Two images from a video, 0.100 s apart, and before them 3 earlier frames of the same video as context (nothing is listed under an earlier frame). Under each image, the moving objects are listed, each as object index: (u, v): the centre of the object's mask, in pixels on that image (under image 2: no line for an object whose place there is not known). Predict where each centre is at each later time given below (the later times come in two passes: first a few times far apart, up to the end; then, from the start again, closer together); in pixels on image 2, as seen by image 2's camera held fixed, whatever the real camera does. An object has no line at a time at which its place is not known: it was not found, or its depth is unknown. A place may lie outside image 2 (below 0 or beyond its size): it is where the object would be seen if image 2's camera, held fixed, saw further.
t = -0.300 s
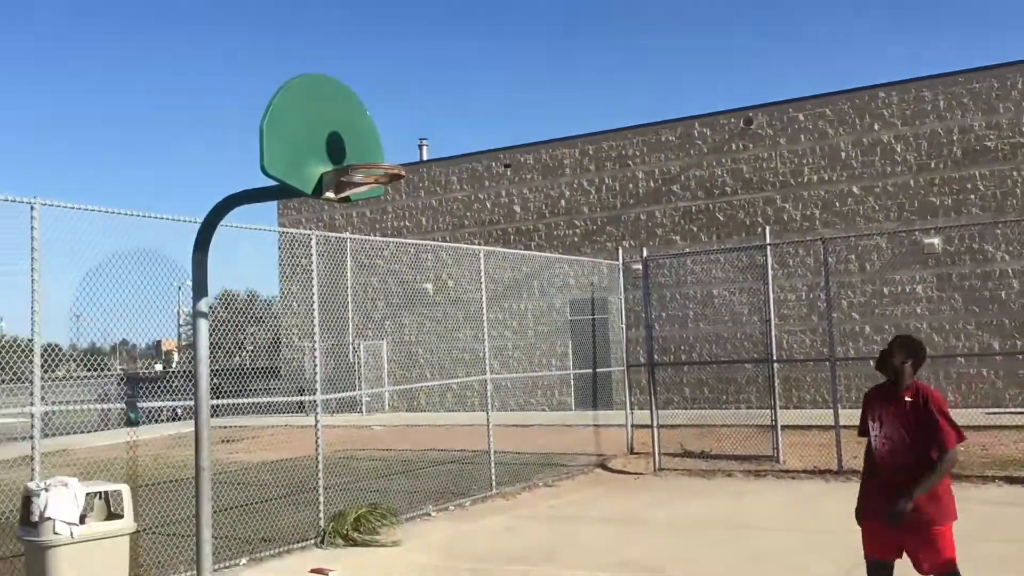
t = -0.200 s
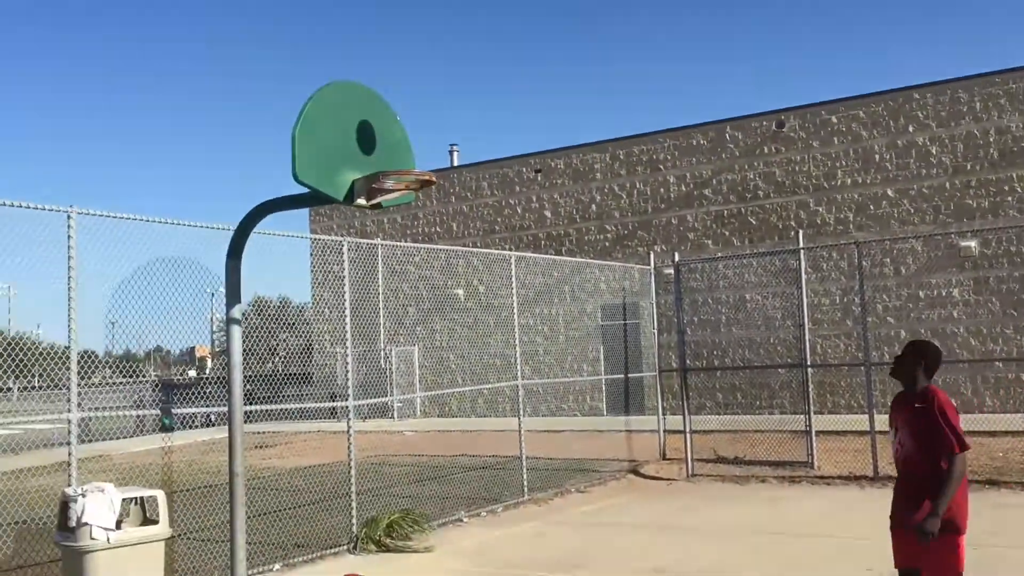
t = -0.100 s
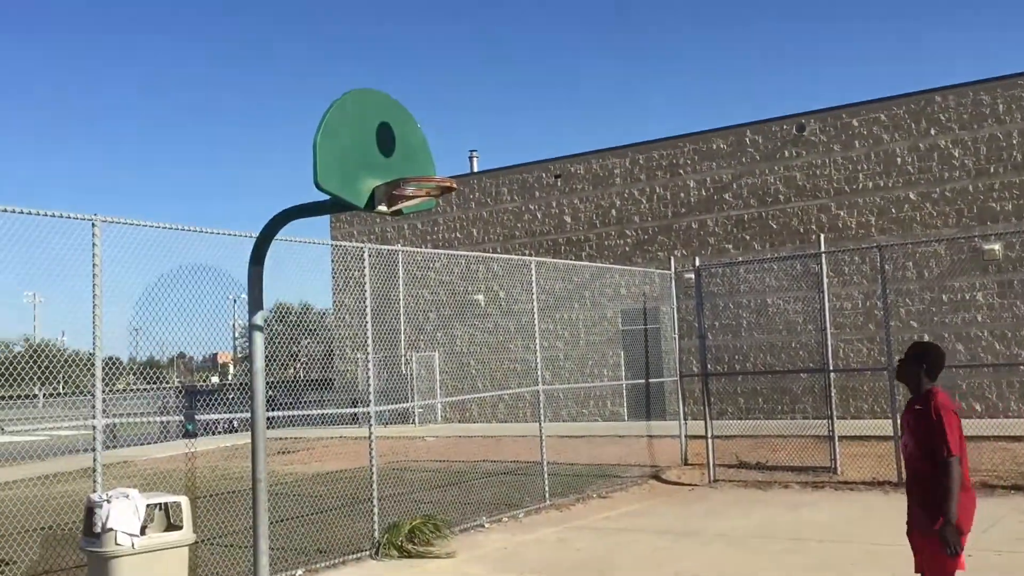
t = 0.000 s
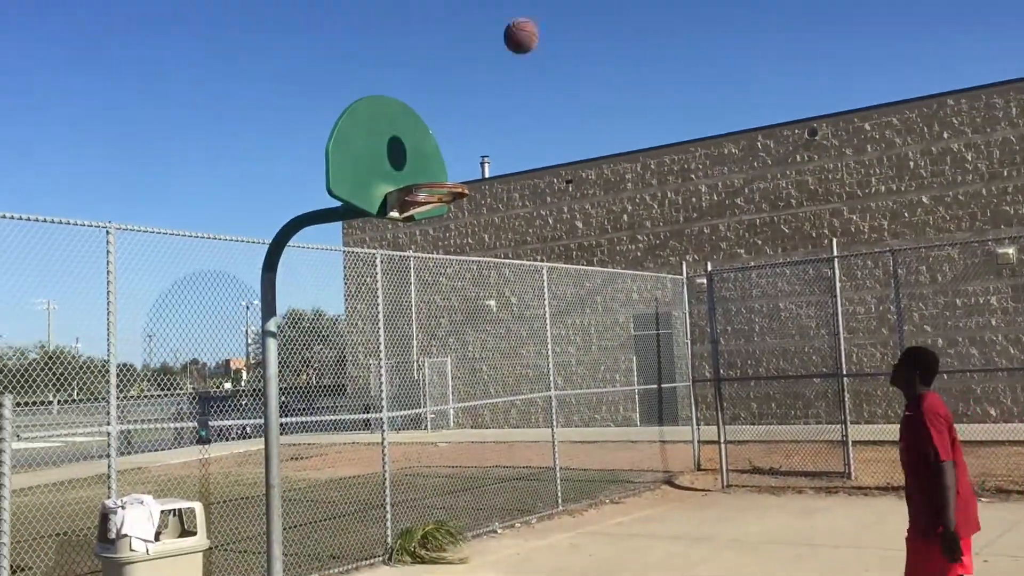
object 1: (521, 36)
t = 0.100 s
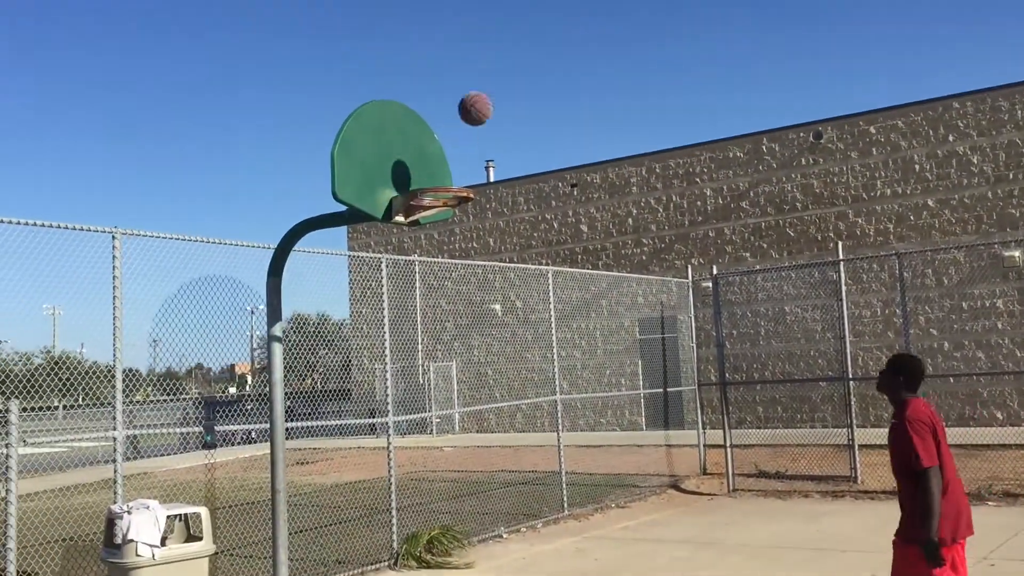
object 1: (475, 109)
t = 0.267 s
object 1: (460, 202)
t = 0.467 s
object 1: (445, 267)
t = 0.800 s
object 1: (513, 538)
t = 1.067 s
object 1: (551, 496)
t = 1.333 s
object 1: (589, 389)
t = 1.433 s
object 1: (608, 375)
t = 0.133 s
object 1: (459, 133)
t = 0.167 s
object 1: (444, 158)
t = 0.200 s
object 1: (429, 179)
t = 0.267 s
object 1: (460, 202)
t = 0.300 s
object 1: (443, 206)
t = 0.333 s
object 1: (427, 209)
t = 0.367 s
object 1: (426, 217)
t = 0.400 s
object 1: (434, 234)
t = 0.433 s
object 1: (440, 249)
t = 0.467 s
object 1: (445, 267)
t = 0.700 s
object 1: (492, 438)
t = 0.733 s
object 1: (499, 470)
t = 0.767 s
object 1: (507, 503)
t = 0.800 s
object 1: (513, 538)
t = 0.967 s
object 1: (538, 562)
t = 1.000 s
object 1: (542, 539)
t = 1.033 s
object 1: (546, 517)
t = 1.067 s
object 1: (551, 496)
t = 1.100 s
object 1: (555, 476)
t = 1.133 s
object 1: (559, 459)
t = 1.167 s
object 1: (564, 443)
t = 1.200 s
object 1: (568, 429)
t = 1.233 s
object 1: (573, 417)
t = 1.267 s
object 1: (578, 407)
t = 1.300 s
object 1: (583, 397)
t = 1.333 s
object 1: (589, 389)
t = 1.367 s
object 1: (595, 383)
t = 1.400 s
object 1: (601, 378)
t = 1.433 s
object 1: (608, 375)
